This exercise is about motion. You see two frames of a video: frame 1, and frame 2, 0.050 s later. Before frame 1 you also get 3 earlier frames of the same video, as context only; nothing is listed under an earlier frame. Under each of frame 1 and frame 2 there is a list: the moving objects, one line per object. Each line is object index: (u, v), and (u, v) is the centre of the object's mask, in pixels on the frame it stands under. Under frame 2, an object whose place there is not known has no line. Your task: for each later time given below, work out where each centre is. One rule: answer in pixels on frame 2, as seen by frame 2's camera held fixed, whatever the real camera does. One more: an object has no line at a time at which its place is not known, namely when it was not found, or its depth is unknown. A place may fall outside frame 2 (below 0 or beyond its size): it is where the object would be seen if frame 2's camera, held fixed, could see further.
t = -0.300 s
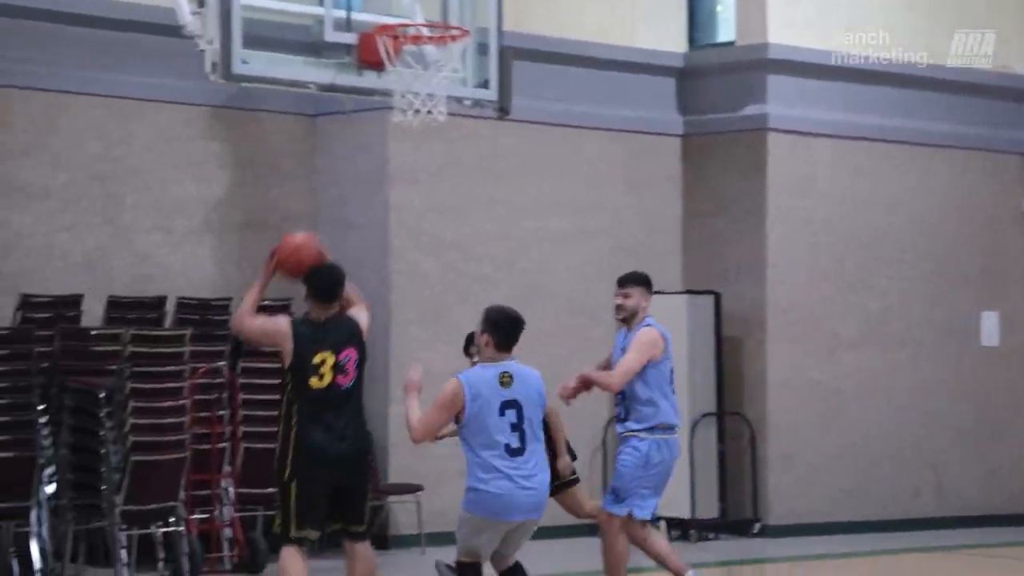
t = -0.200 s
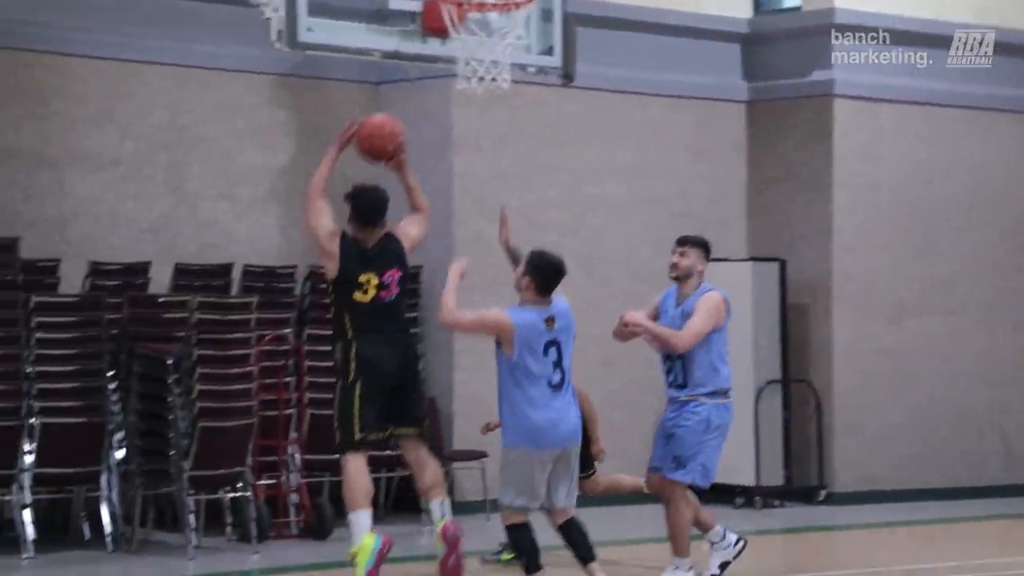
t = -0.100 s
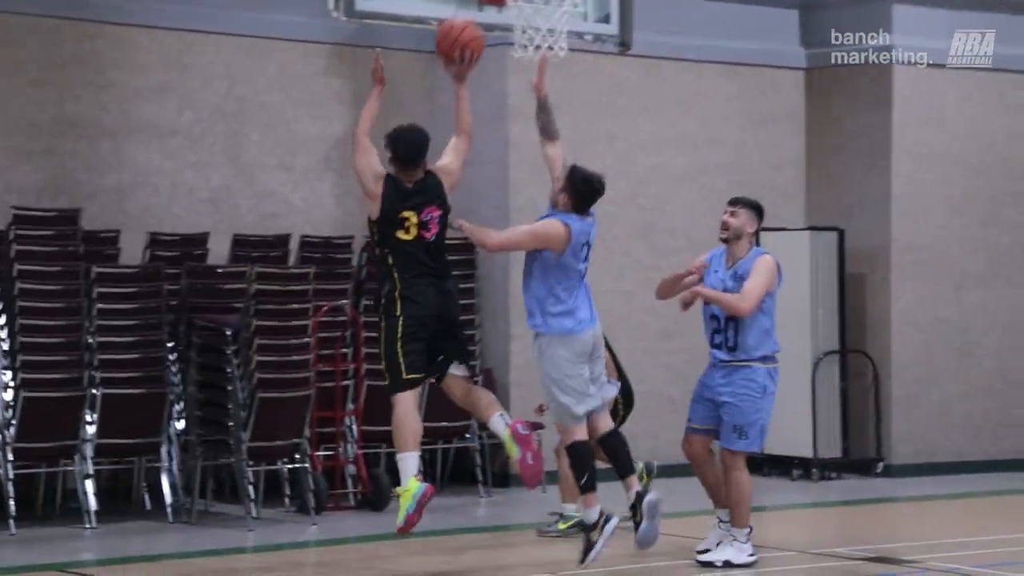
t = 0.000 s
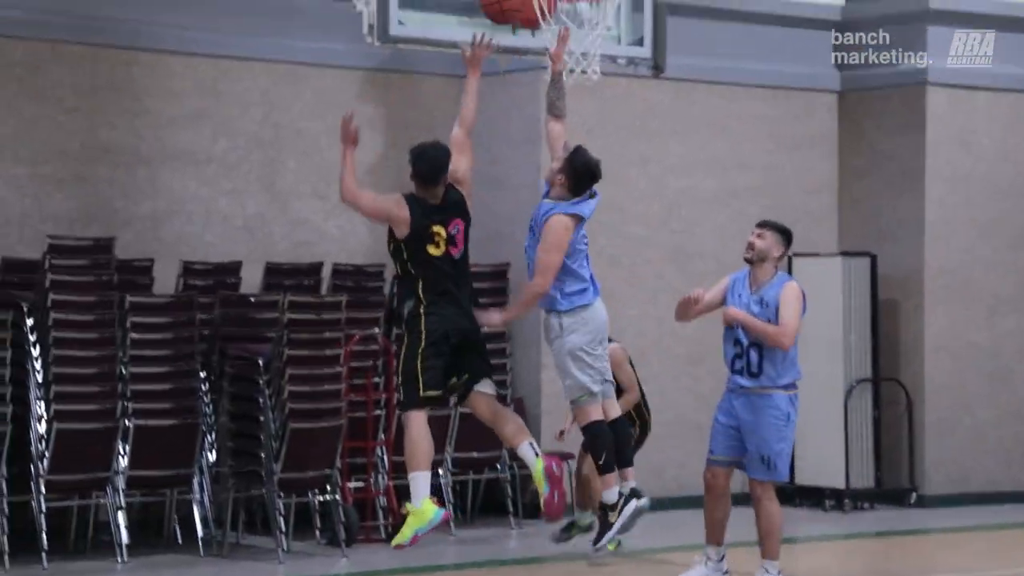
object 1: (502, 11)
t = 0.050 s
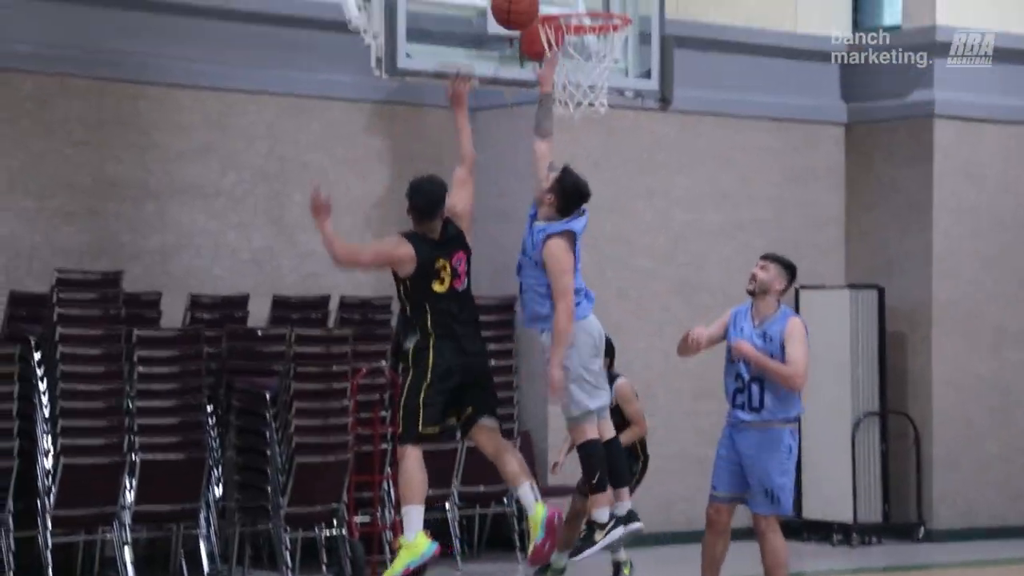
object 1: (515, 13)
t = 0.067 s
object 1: (516, 3)
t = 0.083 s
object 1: (517, -7)
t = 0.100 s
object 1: (518, -15)
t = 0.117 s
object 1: (520, -21)
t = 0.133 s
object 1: (520, -26)
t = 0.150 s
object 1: (522, -30)
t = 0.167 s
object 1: (524, -34)
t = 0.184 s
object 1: (525, -38)
